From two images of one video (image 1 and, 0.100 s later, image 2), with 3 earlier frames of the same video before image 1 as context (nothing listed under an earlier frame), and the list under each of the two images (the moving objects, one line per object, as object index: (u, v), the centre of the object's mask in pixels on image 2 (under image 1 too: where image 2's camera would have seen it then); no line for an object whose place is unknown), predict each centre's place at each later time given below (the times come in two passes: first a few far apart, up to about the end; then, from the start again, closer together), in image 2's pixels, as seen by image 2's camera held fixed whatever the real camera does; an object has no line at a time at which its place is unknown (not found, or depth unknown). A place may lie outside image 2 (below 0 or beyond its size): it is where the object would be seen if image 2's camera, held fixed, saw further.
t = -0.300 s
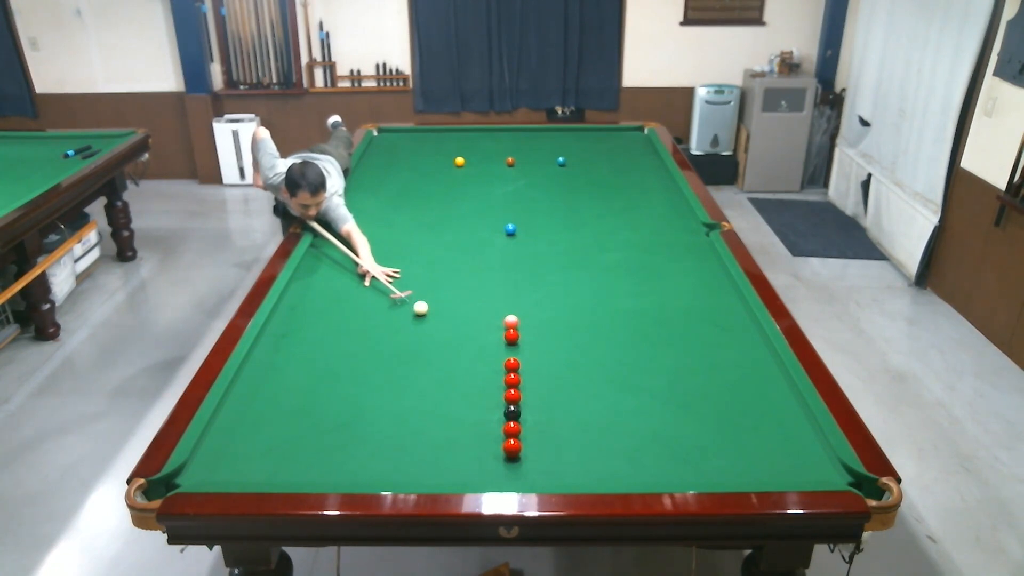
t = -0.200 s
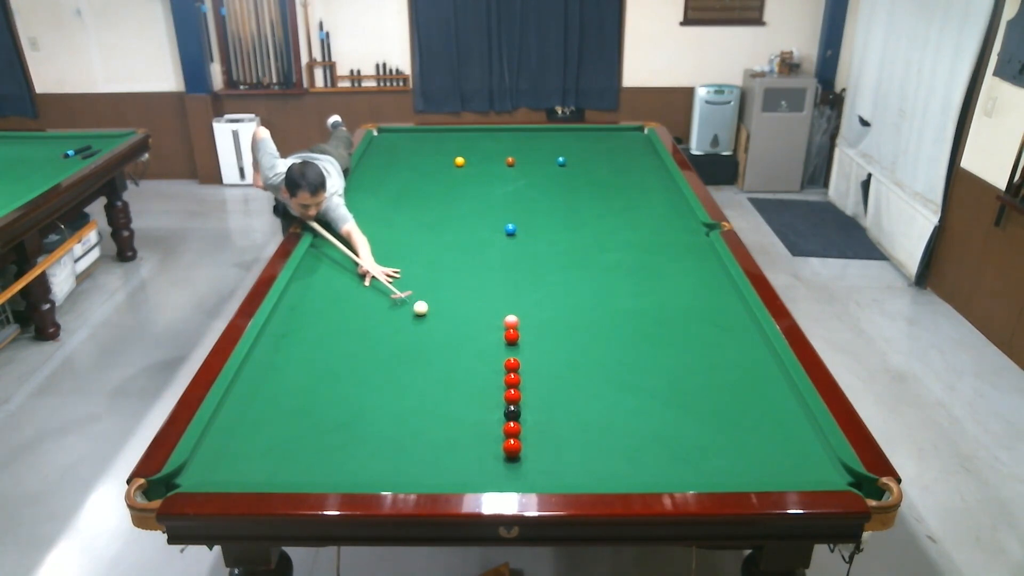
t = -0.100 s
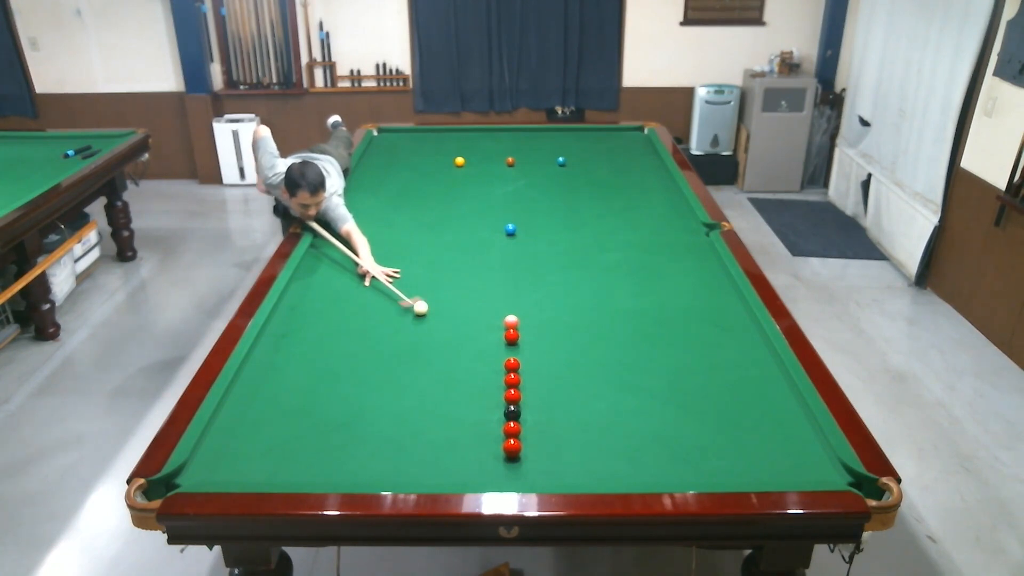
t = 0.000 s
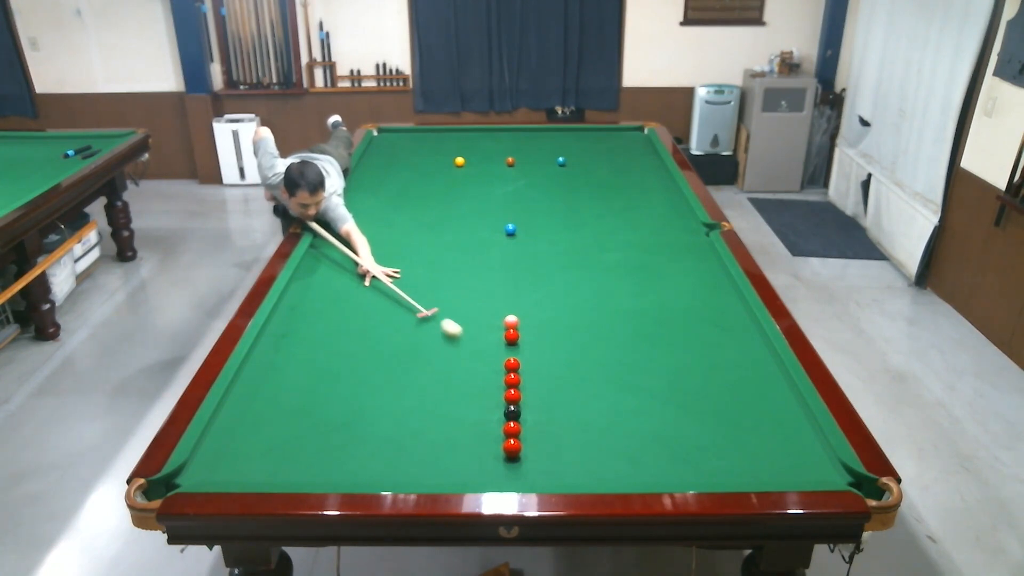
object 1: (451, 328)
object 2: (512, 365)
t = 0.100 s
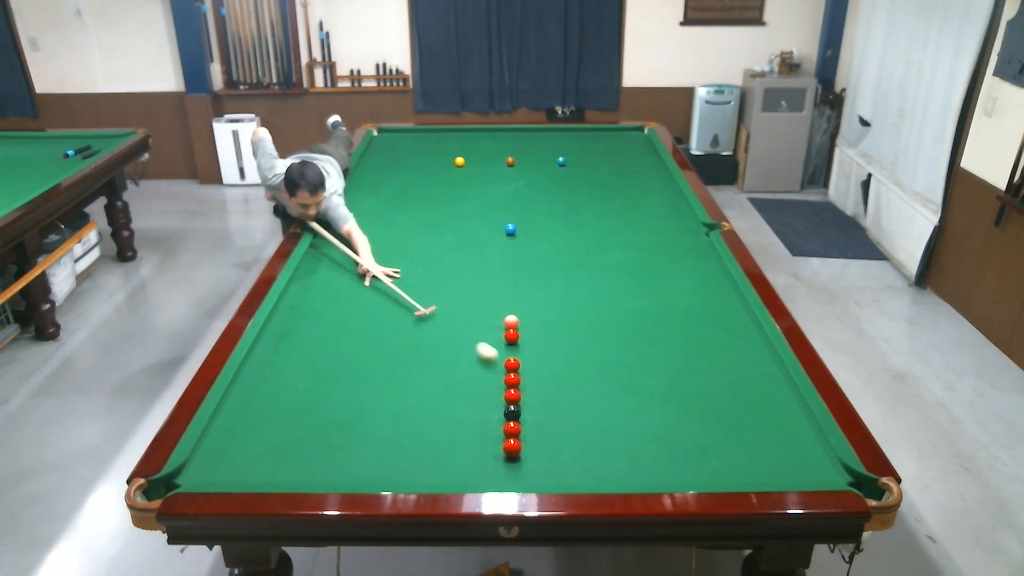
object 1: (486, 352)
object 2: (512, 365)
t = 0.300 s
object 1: (489, 372)
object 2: (579, 389)
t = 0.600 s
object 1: (473, 392)
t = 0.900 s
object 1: (456, 411)
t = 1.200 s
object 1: (440, 431)
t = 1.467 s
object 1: (426, 448)
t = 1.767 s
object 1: (409, 467)
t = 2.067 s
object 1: (397, 472)
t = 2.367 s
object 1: (391, 464)
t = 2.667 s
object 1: (387, 455)
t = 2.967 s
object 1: (384, 448)
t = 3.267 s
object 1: (382, 443)
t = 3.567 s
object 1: (381, 439)
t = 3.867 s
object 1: (380, 437)
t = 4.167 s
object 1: (380, 437)
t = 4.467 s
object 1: (380, 437)
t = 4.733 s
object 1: (380, 437)
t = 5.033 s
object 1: (380, 437)
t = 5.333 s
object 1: (380, 437)
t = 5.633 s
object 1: (380, 437)
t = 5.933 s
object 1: (380, 437)
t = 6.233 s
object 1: (380, 437)
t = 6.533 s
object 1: (380, 437)
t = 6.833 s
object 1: (380, 437)
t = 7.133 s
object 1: (380, 437)
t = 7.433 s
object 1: (380, 437)
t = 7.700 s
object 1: (380, 437)
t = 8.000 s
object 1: (380, 437)
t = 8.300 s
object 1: (380, 437)
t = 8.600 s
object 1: (380, 437)
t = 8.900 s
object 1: (380, 437)
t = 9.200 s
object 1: (380, 437)
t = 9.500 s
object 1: (380, 437)
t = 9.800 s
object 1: (380, 437)
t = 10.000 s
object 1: (380, 437)
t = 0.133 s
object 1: (496, 359)
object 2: (513, 365)
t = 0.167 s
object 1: (496, 363)
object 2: (526, 370)
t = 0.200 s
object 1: (494, 365)
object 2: (540, 376)
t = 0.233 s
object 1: (492, 368)
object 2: (553, 380)
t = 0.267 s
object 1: (491, 369)
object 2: (566, 385)
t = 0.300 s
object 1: (489, 372)
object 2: (579, 389)
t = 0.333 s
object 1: (487, 374)
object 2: (591, 393)
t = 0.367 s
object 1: (485, 376)
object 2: (602, 398)
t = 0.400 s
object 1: (483, 379)
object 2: (614, 402)
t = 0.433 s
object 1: (482, 381)
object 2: (626, 406)
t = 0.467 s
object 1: (480, 383)
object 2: (638, 410)
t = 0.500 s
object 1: (478, 385)
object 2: (650, 415)
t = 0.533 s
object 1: (476, 387)
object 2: (662, 419)
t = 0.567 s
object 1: (475, 389)
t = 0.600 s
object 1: (473, 392)
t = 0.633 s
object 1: (471, 394)
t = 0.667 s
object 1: (469, 396)
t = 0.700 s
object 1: (467, 398)
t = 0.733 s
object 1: (465, 400)
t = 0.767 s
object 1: (464, 403)
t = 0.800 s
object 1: (462, 405)
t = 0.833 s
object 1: (460, 407)
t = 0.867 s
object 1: (458, 409)
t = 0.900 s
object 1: (456, 411)
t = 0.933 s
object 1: (455, 413)
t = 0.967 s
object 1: (453, 416)
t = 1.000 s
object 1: (451, 418)
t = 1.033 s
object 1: (449, 420)
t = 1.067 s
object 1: (447, 423)
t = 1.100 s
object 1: (446, 425)
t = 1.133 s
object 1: (444, 426)
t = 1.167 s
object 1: (442, 429)
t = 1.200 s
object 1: (440, 431)
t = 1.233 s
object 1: (438, 433)
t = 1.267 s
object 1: (436, 436)
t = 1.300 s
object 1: (435, 438)
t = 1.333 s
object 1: (433, 440)
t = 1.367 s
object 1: (431, 442)
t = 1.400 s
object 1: (429, 444)
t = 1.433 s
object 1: (427, 446)
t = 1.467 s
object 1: (426, 448)
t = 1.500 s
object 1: (424, 450)
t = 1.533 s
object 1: (422, 452)
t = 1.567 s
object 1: (420, 455)
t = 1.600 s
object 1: (418, 457)
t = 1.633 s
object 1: (416, 459)
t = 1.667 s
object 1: (414, 461)
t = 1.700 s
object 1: (413, 463)
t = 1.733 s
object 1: (411, 465)
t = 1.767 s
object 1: (409, 467)
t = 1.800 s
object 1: (407, 469)
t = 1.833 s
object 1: (406, 471)
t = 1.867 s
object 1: (404, 472)
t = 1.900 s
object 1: (402, 473)
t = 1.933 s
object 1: (400, 475)
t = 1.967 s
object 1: (399, 475)
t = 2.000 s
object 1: (398, 474)
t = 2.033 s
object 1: (398, 473)
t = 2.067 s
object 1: (397, 472)
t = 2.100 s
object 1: (396, 471)
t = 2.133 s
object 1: (396, 471)
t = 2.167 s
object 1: (395, 470)
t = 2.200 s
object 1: (394, 470)
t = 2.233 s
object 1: (393, 468)
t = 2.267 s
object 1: (393, 467)
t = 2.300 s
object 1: (392, 466)
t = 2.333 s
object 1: (392, 465)
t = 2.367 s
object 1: (391, 464)
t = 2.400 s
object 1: (390, 463)
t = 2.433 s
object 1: (390, 462)
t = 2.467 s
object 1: (389, 461)
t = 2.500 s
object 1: (389, 460)
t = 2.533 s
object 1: (389, 459)
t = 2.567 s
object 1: (388, 457)
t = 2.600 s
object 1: (388, 456)
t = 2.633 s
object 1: (387, 456)
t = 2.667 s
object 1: (387, 455)
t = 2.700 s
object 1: (386, 454)
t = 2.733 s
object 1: (386, 453)
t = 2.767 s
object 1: (386, 452)
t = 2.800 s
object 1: (385, 452)
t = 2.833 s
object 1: (385, 451)
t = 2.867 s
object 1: (385, 450)
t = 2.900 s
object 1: (385, 449)
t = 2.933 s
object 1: (384, 449)
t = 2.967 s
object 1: (384, 448)
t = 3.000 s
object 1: (384, 447)
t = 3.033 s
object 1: (384, 447)
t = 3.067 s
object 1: (383, 446)
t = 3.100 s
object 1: (383, 446)
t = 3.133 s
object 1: (383, 445)
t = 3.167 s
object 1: (383, 444)
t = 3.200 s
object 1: (382, 444)
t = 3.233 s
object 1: (382, 443)
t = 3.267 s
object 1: (382, 443)
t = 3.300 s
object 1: (382, 442)
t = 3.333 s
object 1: (382, 442)
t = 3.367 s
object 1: (382, 441)
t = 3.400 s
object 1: (382, 441)
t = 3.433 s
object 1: (381, 441)
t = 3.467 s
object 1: (381, 440)
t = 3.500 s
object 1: (381, 440)
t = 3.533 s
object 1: (381, 440)
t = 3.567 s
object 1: (381, 439)
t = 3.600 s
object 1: (381, 439)
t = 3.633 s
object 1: (381, 439)
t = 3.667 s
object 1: (381, 438)
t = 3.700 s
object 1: (381, 438)
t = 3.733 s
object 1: (381, 438)
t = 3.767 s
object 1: (381, 438)
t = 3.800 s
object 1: (380, 437)
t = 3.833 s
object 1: (380, 437)
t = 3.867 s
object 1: (380, 437)
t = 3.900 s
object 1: (380, 437)
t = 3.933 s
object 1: (380, 437)
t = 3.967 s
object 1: (380, 437)
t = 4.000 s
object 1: (380, 437)
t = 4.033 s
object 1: (380, 437)
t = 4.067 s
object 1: (380, 437)
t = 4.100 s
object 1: (380, 437)
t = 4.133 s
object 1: (380, 437)
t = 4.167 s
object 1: (380, 437)
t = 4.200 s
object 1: (380, 437)
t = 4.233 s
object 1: (380, 437)
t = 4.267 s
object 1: (380, 437)
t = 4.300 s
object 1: (380, 437)
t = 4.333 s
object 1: (380, 437)
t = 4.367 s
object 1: (380, 437)
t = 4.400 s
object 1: (380, 437)
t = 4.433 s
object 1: (380, 437)
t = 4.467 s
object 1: (380, 437)
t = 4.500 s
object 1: (380, 437)
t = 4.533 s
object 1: (380, 437)
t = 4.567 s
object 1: (380, 437)
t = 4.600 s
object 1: (380, 437)
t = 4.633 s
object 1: (380, 437)
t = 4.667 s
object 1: (380, 437)
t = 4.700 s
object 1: (380, 437)
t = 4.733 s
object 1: (380, 437)
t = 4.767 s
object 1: (380, 437)
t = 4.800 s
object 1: (380, 437)
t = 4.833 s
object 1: (380, 437)
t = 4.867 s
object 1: (380, 437)
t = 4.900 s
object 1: (380, 437)
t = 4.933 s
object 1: (380, 437)
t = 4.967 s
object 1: (380, 437)
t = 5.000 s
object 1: (380, 437)
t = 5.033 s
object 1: (380, 437)
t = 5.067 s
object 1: (380, 437)
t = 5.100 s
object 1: (380, 437)
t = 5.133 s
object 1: (380, 437)
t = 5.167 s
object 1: (380, 437)
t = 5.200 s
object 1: (380, 437)
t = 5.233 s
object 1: (380, 437)
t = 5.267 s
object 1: (380, 437)
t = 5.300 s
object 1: (380, 437)
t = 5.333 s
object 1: (380, 437)
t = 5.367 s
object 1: (380, 437)
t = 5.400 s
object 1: (380, 437)
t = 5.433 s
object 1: (380, 437)
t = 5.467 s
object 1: (380, 437)
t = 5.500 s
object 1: (380, 437)
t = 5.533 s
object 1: (380, 437)
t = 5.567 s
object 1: (380, 437)
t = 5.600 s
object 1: (380, 437)
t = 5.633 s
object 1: (380, 437)
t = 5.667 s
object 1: (380, 437)
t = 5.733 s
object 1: (380, 437)
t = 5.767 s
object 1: (380, 437)
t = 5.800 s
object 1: (380, 437)
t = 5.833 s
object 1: (380, 437)
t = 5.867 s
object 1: (380, 437)
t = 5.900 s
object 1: (380, 437)
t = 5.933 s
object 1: (380, 437)
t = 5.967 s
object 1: (380, 437)
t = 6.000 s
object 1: (380, 437)
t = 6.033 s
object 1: (380, 437)
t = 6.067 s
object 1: (380, 437)
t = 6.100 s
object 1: (380, 437)
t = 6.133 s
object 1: (380, 437)
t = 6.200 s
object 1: (380, 437)
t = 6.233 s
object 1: (380, 437)
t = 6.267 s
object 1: (380, 437)
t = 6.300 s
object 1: (380, 437)
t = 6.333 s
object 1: (380, 437)
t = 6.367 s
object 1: (380, 437)
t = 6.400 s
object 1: (380, 437)
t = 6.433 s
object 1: (380, 437)
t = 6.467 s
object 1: (380, 437)
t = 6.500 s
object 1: (380, 437)
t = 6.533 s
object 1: (380, 437)
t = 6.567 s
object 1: (380, 437)
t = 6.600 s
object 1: (380, 437)
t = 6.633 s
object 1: (380, 437)
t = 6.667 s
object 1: (380, 437)
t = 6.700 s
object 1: (380, 437)
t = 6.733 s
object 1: (380, 437)
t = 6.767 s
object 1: (380, 437)
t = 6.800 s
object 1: (380, 437)
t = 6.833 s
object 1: (380, 437)
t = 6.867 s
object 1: (380, 437)
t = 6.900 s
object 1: (380, 437)
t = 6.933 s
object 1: (380, 437)
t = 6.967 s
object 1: (380, 437)
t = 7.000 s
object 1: (380, 437)
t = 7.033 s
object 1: (380, 437)
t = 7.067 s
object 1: (380, 437)
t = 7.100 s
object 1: (380, 437)
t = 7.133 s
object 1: (380, 437)
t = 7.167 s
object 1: (380, 437)
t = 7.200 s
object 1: (380, 437)
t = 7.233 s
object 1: (380, 437)
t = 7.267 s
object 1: (380, 437)
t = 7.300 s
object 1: (380, 437)
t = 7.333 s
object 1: (380, 437)
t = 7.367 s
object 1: (380, 437)
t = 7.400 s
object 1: (380, 437)
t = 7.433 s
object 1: (380, 437)
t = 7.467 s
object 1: (380, 437)
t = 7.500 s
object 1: (380, 437)
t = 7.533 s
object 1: (380, 437)
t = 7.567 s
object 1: (380, 437)
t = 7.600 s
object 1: (380, 437)
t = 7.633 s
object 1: (380, 437)
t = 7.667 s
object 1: (380, 437)
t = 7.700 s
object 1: (380, 437)
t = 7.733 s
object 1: (380, 437)
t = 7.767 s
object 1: (380, 437)
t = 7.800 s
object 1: (380, 437)
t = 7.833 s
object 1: (380, 437)
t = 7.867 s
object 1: (380, 437)
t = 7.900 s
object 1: (380, 437)
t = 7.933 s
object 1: (380, 437)
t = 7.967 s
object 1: (380, 437)
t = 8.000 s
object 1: (380, 437)
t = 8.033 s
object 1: (380, 437)
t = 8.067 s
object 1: (380, 437)
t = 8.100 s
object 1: (380, 437)
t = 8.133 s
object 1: (380, 437)
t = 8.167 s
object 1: (380, 437)
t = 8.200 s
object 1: (380, 437)
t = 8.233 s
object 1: (380, 437)
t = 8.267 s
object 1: (380, 437)
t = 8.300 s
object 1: (380, 437)
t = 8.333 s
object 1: (380, 437)
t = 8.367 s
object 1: (380, 437)
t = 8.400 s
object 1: (380, 437)
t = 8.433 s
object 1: (380, 437)
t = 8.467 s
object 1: (380, 437)
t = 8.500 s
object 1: (380, 437)
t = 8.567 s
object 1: (380, 437)
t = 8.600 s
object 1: (380, 437)
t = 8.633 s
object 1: (380, 437)
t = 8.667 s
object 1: (380, 437)
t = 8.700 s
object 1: (380, 437)
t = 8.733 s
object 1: (380, 437)
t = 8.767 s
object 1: (380, 437)
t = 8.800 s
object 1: (380, 437)
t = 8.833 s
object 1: (380, 437)
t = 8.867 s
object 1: (380, 437)
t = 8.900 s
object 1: (380, 437)
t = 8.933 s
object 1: (380, 437)
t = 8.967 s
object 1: (380, 437)
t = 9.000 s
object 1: (380, 437)
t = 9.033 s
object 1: (380, 437)
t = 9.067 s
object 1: (380, 437)
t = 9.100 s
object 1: (380, 437)
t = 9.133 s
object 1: (380, 437)
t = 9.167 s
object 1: (380, 437)
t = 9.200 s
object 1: (380, 437)
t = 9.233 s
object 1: (380, 437)
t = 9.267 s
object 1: (380, 437)
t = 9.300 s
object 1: (380, 437)
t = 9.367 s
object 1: (380, 437)
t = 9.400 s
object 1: (380, 437)
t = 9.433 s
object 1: (380, 437)
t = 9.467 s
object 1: (380, 437)
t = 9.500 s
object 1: (380, 437)
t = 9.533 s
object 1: (380, 437)
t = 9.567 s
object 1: (380, 437)
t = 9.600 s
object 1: (380, 437)
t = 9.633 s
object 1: (380, 437)
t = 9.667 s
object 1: (380, 437)
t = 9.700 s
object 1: (380, 437)
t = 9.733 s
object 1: (380, 437)
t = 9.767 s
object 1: (380, 437)
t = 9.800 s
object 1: (380, 437)
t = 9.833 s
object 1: (380, 437)
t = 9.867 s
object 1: (380, 437)
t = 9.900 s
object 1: (380, 437)
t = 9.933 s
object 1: (380, 437)
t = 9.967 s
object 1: (380, 437)
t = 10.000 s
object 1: (380, 437)
